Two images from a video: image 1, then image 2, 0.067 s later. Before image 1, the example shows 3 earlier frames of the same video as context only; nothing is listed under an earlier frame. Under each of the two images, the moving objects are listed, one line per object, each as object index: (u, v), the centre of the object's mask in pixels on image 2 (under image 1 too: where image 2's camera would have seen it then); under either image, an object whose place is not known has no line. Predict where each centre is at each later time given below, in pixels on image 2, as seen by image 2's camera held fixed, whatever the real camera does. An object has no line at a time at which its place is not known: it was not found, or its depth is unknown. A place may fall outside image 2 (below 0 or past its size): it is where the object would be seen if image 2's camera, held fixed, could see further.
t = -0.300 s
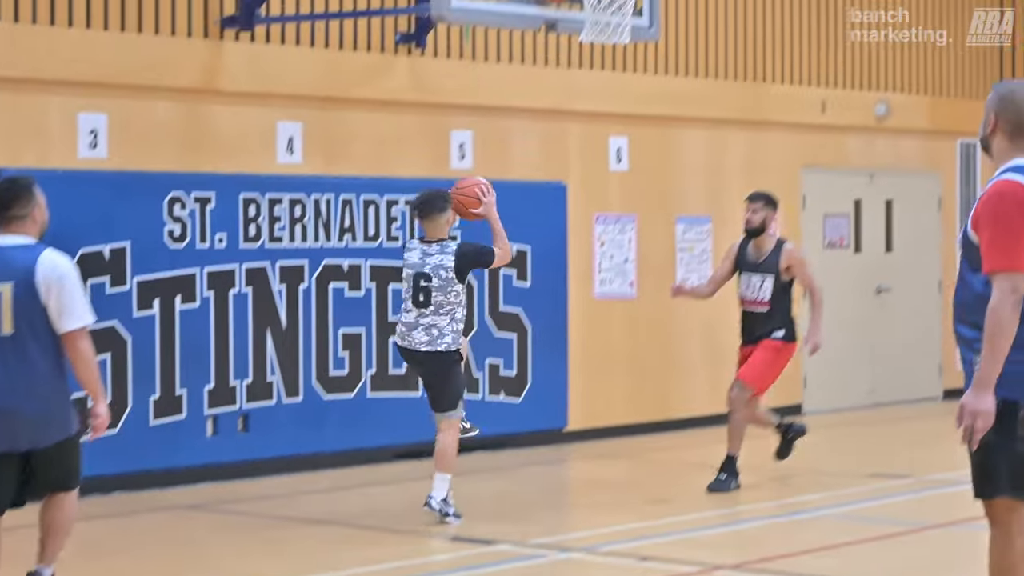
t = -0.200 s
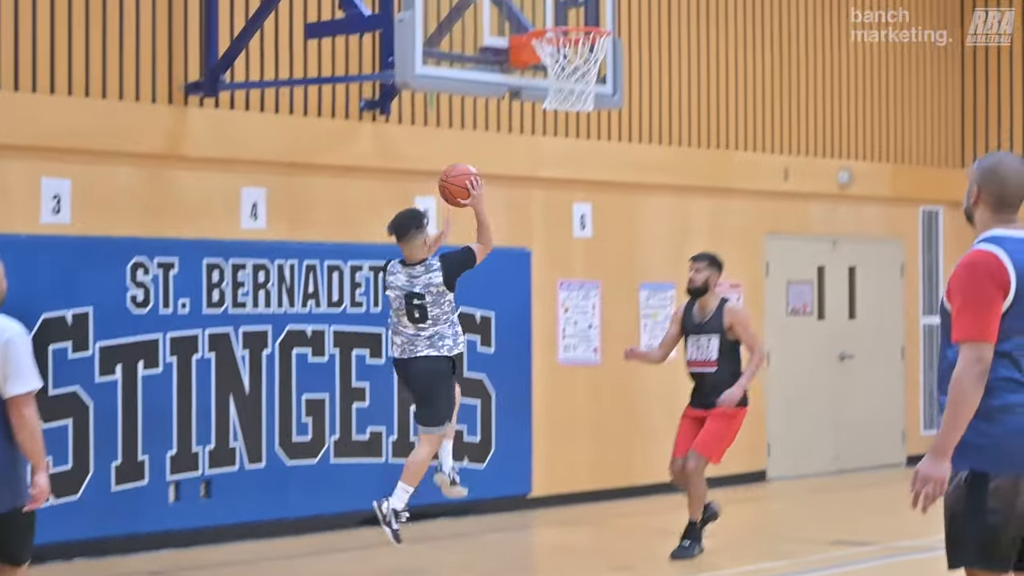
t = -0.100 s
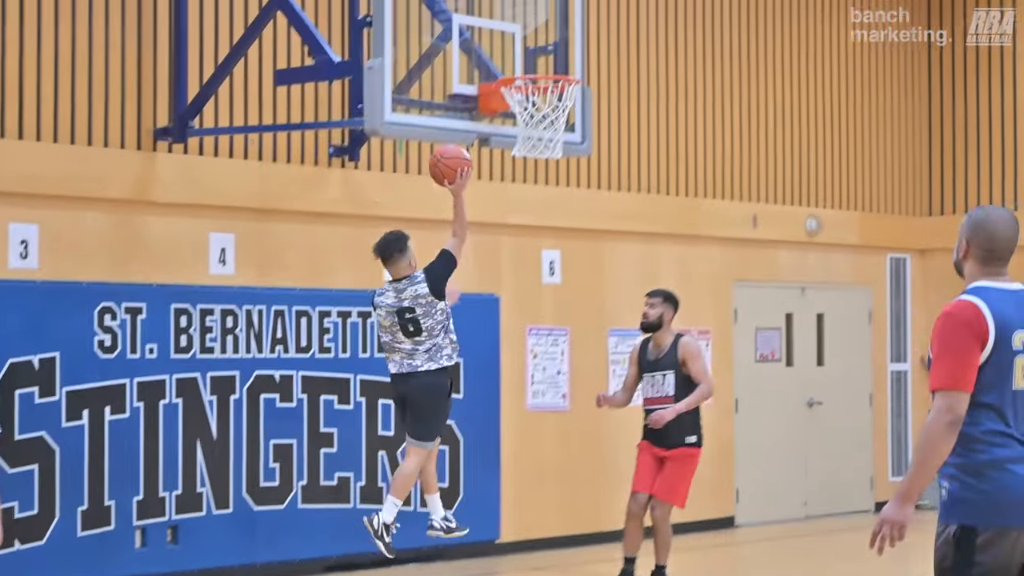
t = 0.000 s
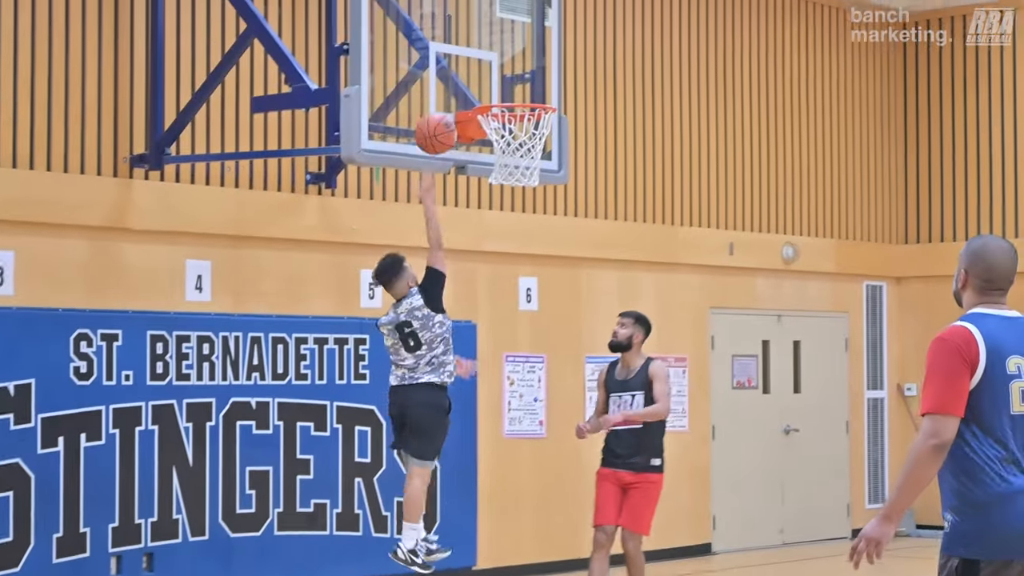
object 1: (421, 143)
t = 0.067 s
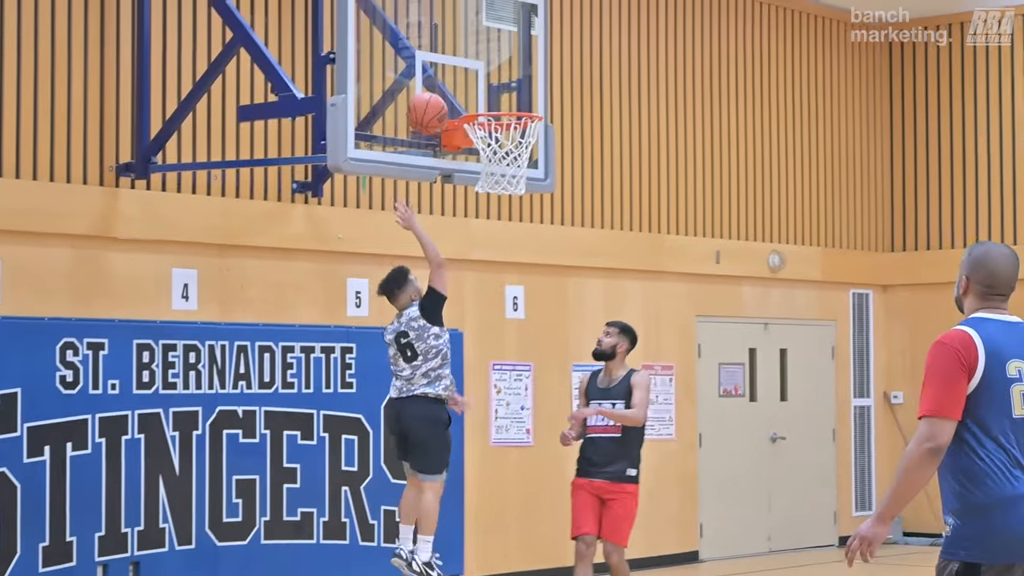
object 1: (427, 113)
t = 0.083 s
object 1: (429, 107)
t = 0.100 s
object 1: (429, 101)
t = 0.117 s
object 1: (431, 97)
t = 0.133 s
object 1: (433, 93)
